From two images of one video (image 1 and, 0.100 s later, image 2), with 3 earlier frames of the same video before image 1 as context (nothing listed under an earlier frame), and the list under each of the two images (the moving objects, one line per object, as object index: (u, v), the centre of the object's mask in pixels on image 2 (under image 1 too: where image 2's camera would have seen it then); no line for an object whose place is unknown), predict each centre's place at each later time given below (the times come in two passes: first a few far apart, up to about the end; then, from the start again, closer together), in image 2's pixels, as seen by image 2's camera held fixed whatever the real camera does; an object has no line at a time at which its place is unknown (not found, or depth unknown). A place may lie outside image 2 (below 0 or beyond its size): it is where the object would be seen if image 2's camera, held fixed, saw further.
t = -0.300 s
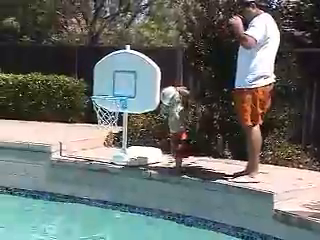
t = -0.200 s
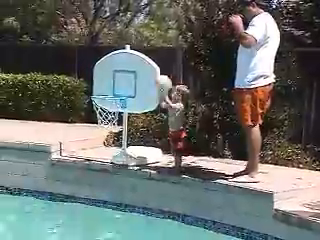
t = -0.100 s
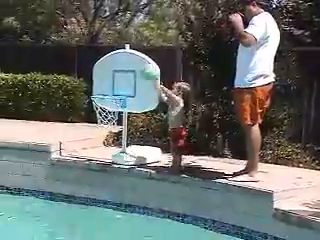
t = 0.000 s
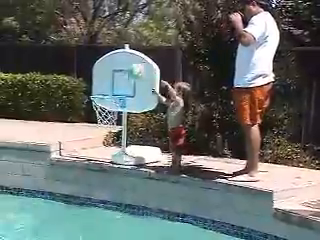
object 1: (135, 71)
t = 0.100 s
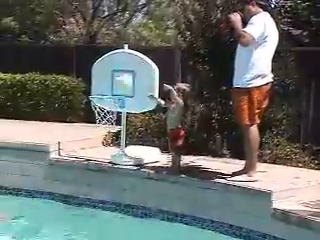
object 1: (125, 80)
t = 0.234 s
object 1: (112, 79)
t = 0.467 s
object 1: (100, 81)
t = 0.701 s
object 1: (111, 91)
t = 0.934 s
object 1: (107, 102)
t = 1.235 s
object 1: (108, 164)
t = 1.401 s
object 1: (92, 195)
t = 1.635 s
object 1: (83, 210)
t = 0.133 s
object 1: (121, 86)
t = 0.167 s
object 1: (117, 87)
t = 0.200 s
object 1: (114, 82)
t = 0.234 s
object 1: (112, 79)
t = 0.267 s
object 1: (110, 77)
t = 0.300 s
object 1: (109, 76)
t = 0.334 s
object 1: (107, 74)
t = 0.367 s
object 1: (106, 74)
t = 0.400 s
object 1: (105, 75)
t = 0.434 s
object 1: (103, 77)
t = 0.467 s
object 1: (100, 81)
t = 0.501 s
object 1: (97, 86)
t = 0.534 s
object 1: (96, 89)
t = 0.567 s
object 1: (100, 87)
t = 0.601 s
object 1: (104, 86)
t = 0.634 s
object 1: (106, 87)
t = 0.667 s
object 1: (109, 88)
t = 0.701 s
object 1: (111, 91)
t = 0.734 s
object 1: (112, 91)
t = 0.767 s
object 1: (112, 91)
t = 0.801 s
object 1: (110, 91)
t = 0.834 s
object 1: (110, 93)
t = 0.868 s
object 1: (108, 99)
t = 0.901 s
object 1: (107, 99)
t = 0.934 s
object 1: (107, 102)
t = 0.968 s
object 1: (108, 106)
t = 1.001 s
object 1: (109, 110)
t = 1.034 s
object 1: (109, 116)
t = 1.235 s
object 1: (108, 164)
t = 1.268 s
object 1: (105, 168)
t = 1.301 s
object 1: (102, 174)
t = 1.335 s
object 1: (99, 180)
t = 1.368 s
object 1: (96, 188)
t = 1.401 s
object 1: (92, 195)
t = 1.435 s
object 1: (90, 202)
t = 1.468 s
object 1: (88, 208)
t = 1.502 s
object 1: (86, 210)
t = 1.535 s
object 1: (84, 212)
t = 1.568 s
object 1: (84, 212)
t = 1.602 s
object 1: (84, 212)
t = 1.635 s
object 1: (83, 210)
